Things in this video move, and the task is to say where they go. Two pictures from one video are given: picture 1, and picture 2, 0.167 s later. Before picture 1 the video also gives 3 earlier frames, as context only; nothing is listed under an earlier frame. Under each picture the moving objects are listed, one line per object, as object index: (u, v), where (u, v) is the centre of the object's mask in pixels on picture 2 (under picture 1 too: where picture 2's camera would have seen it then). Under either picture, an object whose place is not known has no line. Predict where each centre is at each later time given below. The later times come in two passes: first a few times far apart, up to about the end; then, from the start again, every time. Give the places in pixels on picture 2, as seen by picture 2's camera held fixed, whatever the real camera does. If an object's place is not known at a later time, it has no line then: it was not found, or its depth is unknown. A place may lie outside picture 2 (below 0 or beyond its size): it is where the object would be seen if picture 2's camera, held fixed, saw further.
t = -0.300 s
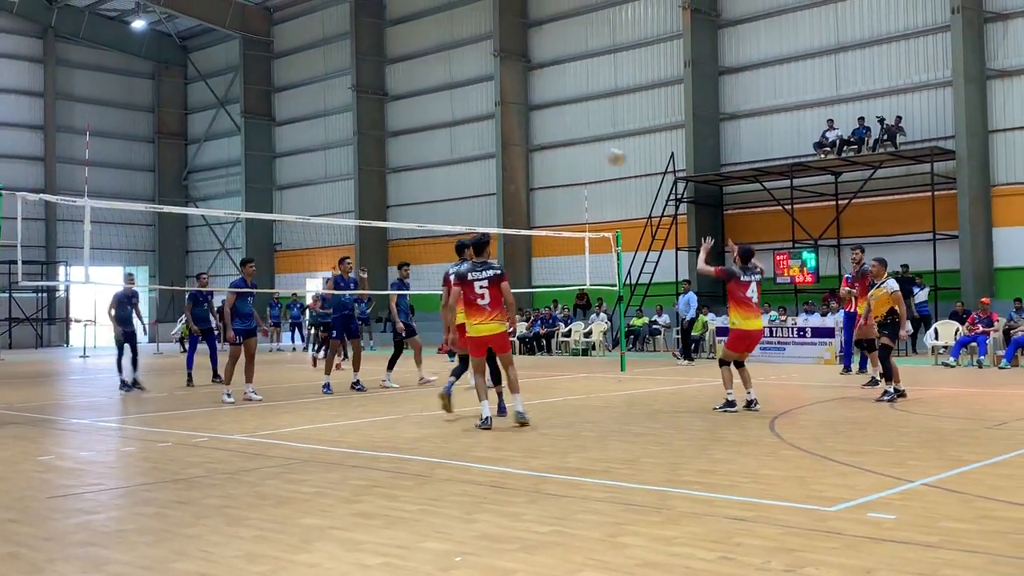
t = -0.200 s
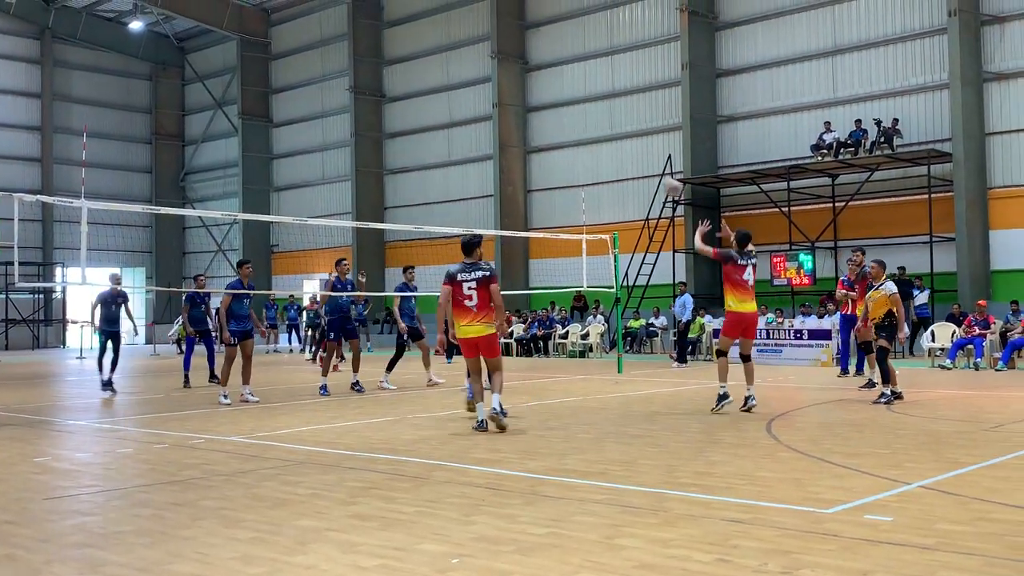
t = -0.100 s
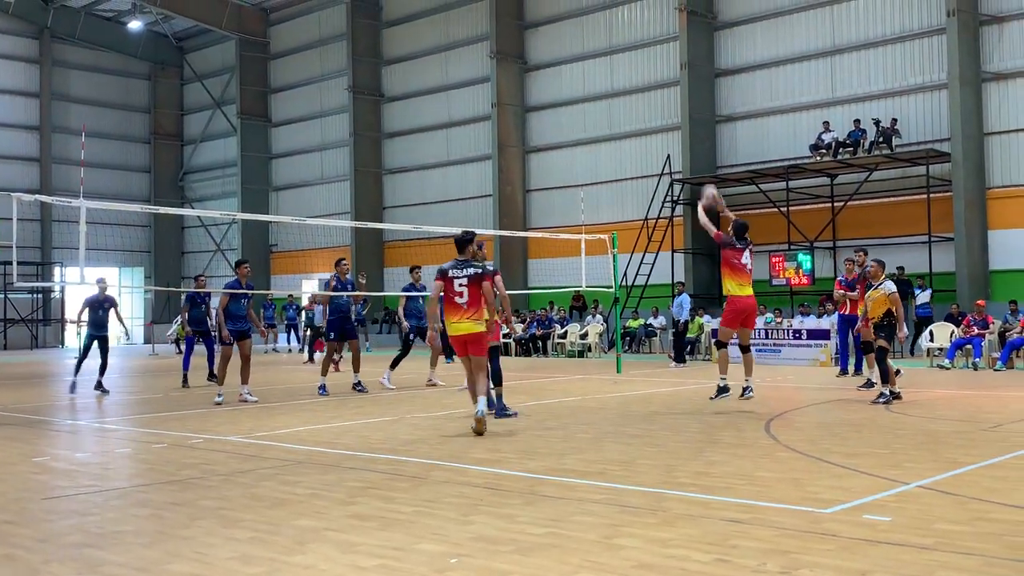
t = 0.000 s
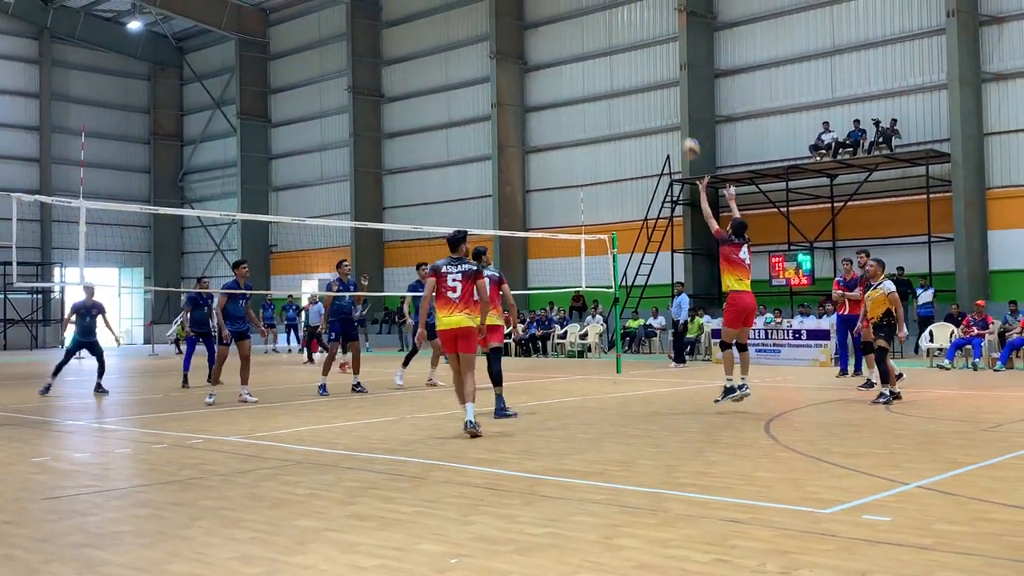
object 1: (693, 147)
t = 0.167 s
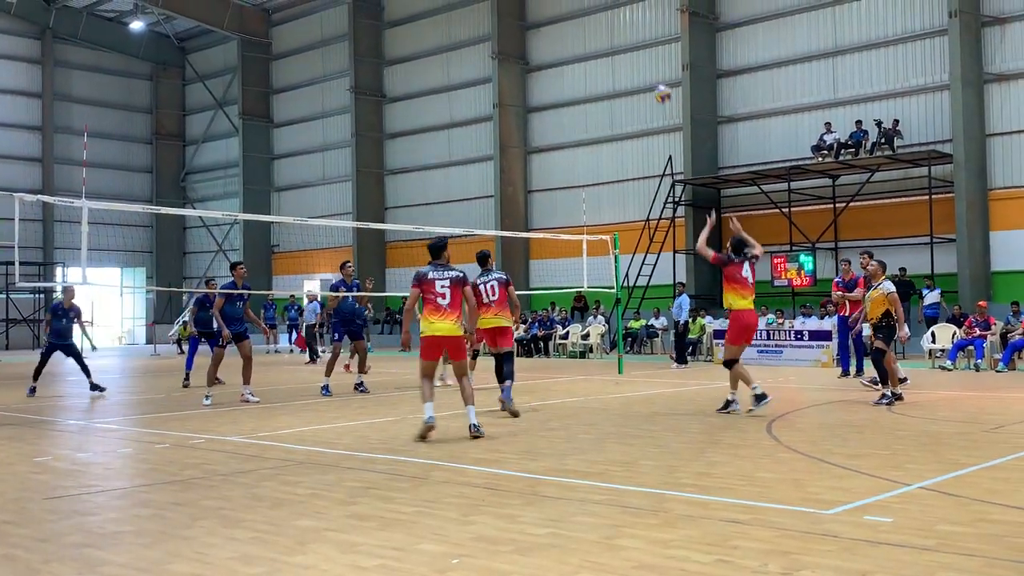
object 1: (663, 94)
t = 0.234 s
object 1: (653, 80)
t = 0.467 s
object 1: (617, 61)
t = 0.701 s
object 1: (587, 82)
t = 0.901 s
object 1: (565, 127)
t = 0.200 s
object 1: (658, 86)
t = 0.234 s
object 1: (653, 80)
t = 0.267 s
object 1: (647, 74)
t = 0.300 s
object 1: (642, 70)
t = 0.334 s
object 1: (637, 66)
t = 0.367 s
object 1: (632, 64)
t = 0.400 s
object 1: (627, 62)
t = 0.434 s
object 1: (622, 61)
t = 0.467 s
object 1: (617, 61)
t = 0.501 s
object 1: (613, 61)
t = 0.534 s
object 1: (608, 63)
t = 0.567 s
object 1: (604, 65)
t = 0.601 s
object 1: (599, 68)
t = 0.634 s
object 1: (595, 72)
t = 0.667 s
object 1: (591, 76)
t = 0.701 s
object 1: (587, 82)
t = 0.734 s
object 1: (583, 88)
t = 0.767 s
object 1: (579, 93)
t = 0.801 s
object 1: (576, 101)
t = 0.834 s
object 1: (572, 109)
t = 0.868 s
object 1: (568, 118)
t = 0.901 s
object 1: (565, 127)
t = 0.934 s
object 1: (561, 138)
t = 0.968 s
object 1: (557, 147)
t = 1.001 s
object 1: (555, 159)
